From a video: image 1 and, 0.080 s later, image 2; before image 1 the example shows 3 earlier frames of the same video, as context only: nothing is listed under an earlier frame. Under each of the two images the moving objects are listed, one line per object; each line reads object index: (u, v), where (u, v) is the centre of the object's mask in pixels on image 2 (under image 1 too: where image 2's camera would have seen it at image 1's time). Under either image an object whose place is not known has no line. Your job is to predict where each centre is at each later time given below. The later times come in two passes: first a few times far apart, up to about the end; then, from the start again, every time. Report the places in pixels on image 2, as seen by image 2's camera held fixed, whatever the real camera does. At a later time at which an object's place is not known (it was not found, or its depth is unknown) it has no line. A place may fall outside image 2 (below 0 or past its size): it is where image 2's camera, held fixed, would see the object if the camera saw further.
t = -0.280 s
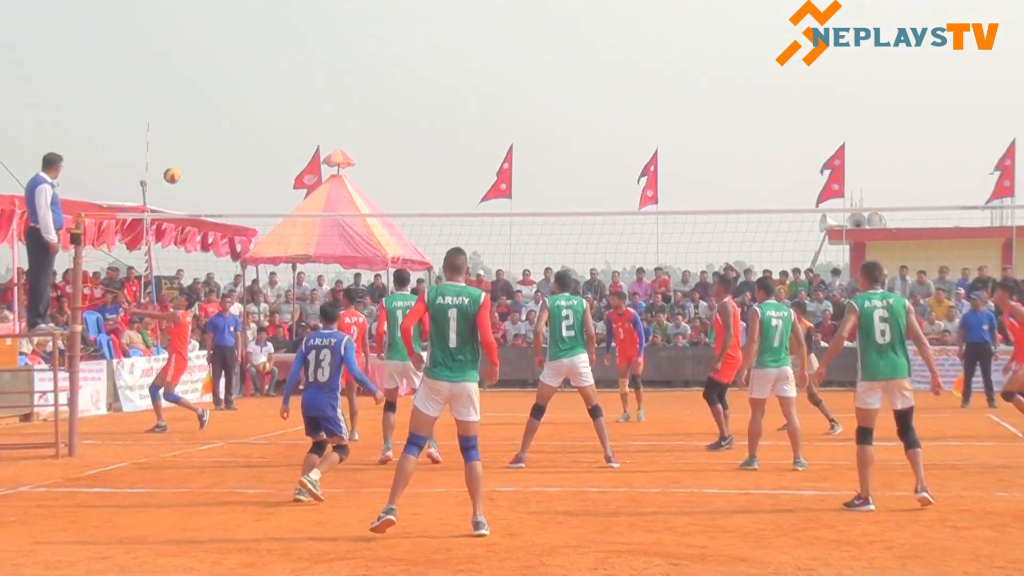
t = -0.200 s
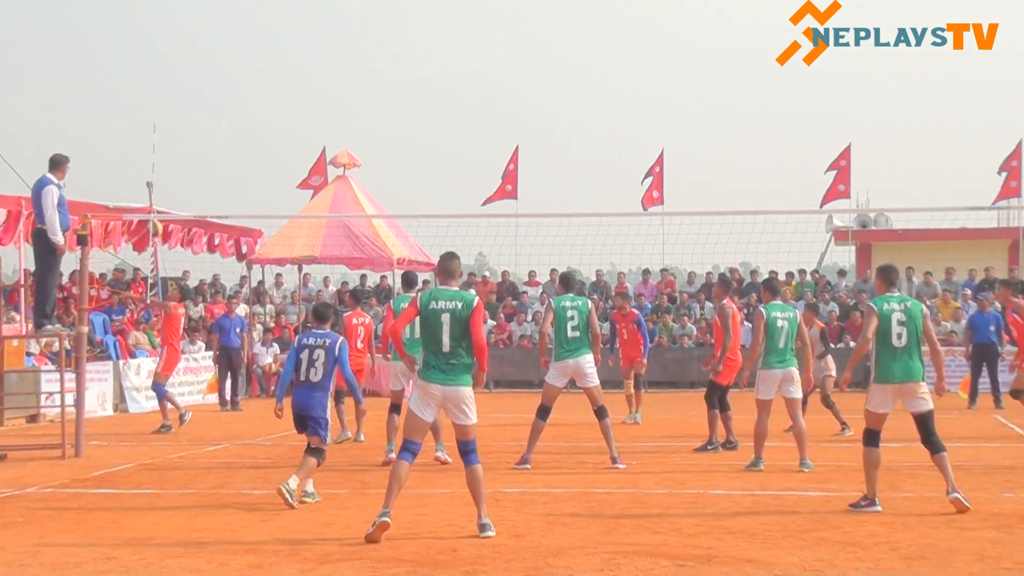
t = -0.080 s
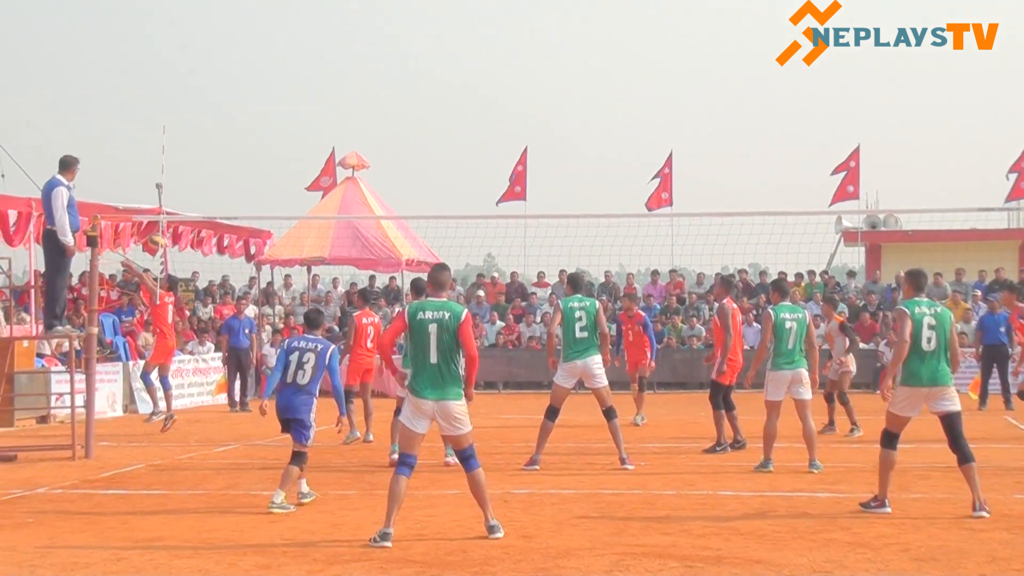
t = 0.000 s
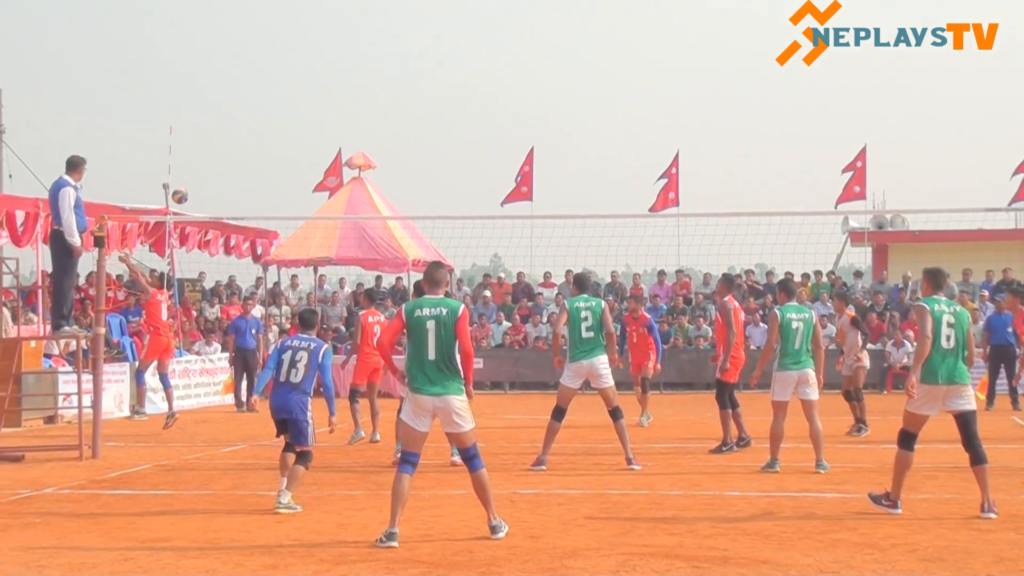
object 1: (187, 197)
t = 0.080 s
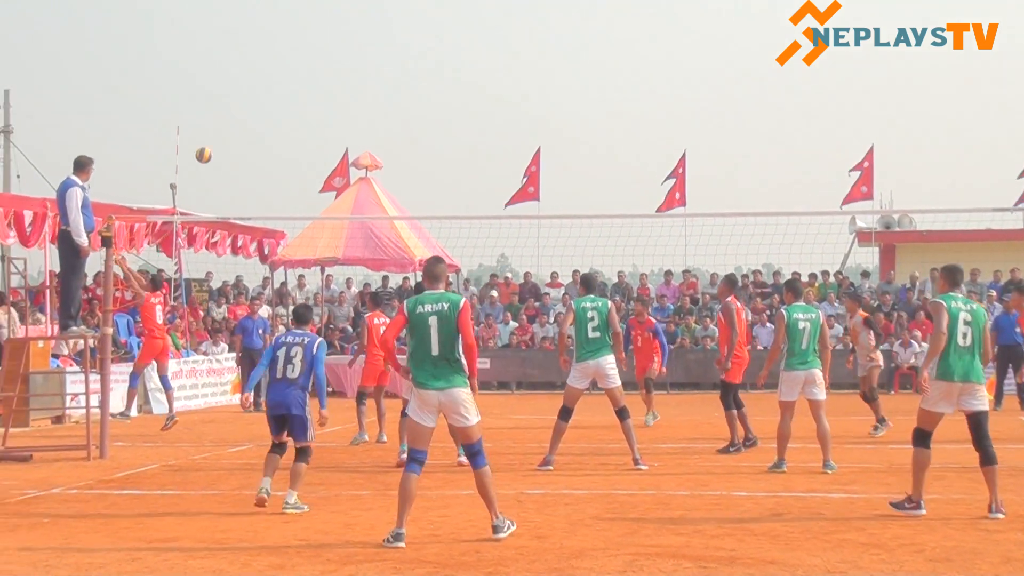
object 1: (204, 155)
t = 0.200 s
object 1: (229, 103)
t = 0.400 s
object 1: (270, 40)
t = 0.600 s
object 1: (310, 10)
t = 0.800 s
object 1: (351, 13)
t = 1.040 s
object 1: (398, 61)
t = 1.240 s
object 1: (436, 139)
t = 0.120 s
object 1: (212, 136)
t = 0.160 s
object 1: (220, 119)
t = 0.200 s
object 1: (229, 103)
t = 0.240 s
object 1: (237, 88)
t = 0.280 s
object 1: (245, 74)
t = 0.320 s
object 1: (253, 61)
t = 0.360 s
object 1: (261, 50)
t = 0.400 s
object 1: (270, 40)
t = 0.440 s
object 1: (277, 32)
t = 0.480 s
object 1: (286, 24)
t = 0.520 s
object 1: (294, 18)
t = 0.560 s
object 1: (302, 14)
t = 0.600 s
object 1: (310, 10)
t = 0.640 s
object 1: (319, 8)
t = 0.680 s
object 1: (327, 8)
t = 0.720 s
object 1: (335, 8)
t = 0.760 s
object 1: (343, 10)
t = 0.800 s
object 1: (351, 13)
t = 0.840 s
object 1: (359, 18)
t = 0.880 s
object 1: (367, 24)
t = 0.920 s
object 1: (375, 31)
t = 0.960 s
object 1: (383, 39)
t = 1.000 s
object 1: (390, 50)
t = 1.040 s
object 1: (398, 61)
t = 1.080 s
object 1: (406, 74)
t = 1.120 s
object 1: (414, 88)
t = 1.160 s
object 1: (421, 104)
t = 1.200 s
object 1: (429, 121)
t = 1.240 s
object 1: (436, 139)
